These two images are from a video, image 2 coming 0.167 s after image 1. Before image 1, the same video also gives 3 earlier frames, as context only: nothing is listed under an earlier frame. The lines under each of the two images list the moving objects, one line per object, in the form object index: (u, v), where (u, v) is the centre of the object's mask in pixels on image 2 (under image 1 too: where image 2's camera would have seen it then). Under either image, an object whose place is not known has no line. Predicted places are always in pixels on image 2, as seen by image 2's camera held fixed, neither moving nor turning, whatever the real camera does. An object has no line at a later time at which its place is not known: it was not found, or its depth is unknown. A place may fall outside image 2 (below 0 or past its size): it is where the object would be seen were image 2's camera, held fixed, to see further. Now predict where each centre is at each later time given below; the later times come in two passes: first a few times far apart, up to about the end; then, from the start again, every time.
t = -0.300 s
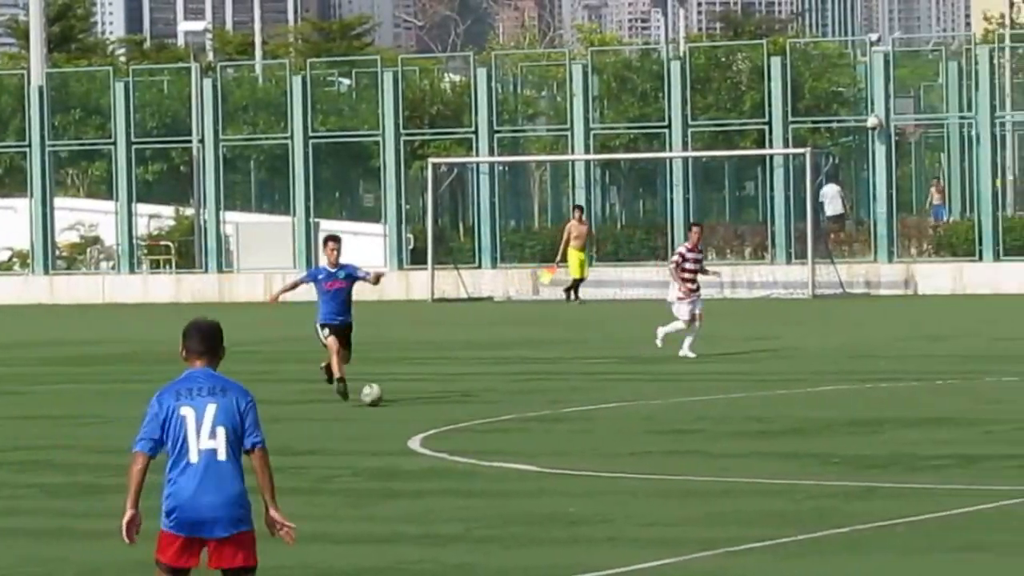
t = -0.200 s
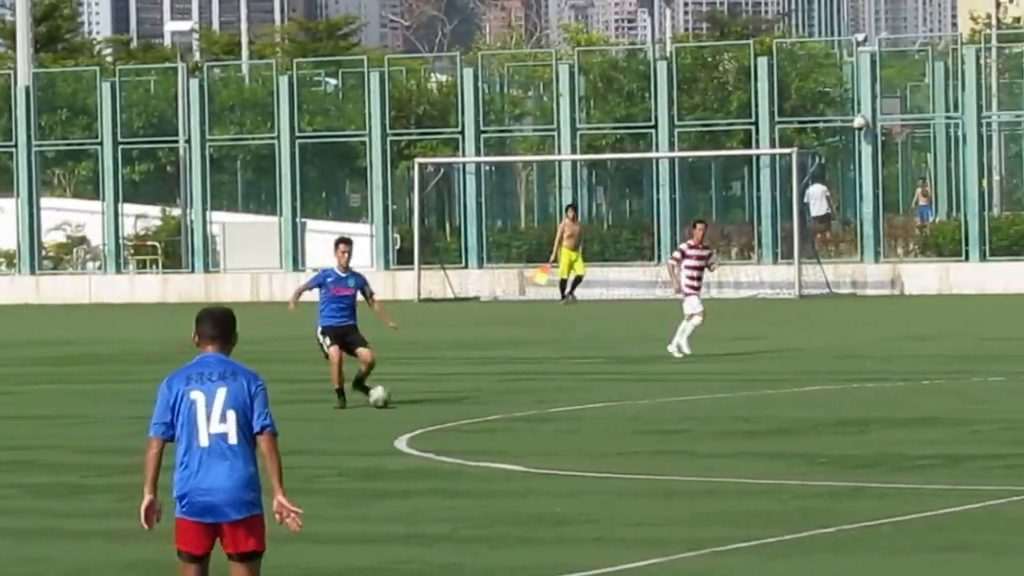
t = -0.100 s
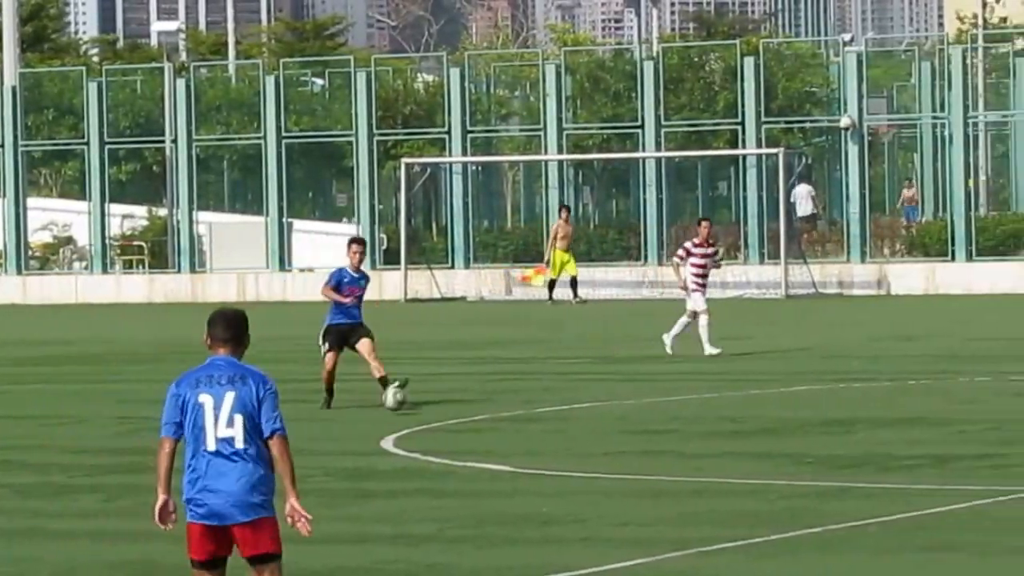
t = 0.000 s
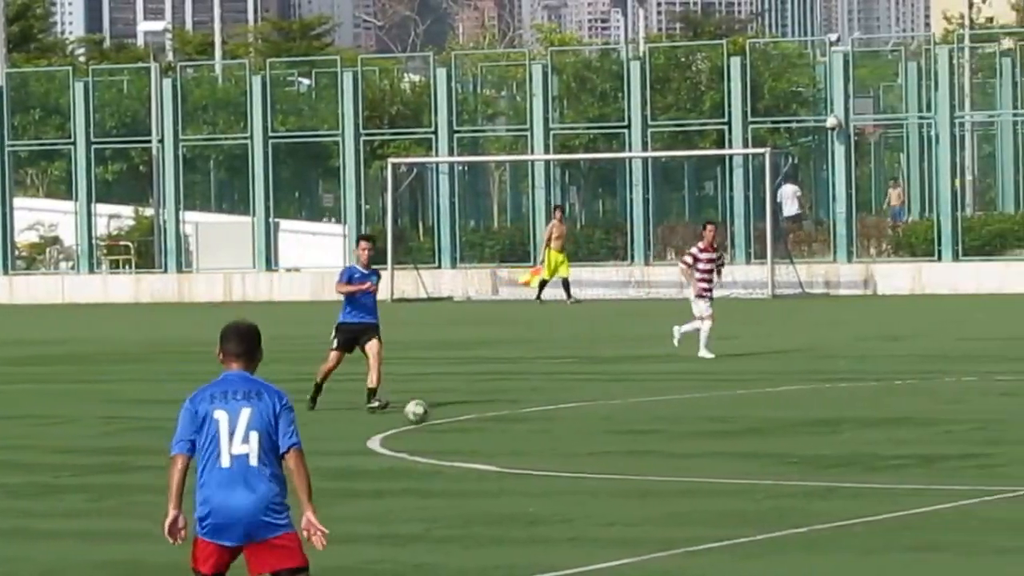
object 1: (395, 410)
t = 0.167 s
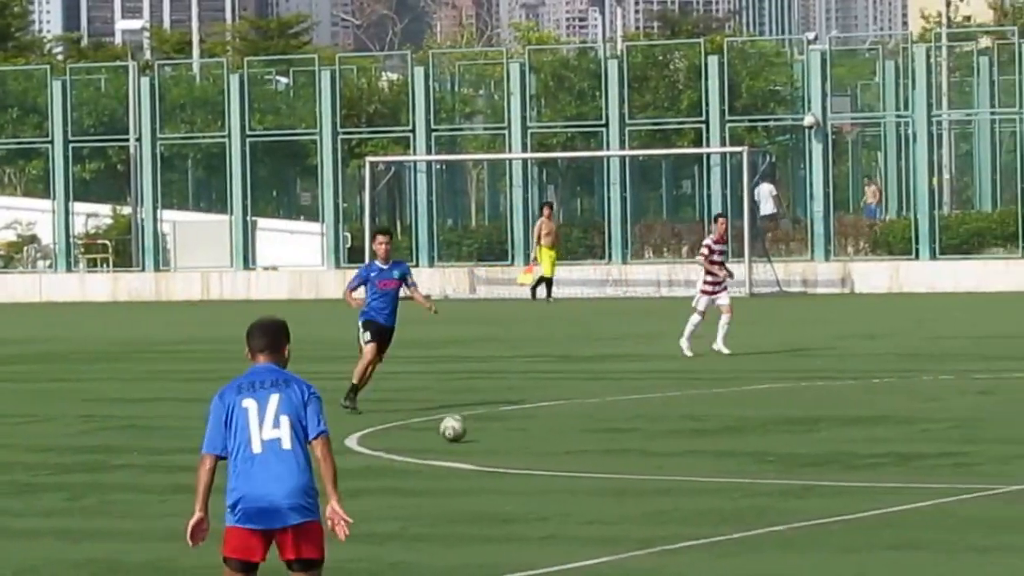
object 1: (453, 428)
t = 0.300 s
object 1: (501, 443)
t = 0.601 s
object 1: (608, 472)
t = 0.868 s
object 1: (700, 498)
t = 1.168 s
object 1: (813, 539)
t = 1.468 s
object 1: (957, 580)
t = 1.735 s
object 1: (1106, 642)
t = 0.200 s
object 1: (465, 433)
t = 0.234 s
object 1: (477, 434)
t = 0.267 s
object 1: (489, 437)
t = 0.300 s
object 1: (501, 443)
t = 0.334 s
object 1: (514, 449)
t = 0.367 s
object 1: (526, 451)
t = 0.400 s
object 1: (538, 451)
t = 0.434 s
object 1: (550, 454)
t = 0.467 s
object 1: (562, 459)
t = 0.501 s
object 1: (575, 466)
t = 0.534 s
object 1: (586, 472)
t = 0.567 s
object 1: (597, 471)
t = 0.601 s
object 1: (608, 472)
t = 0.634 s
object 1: (620, 476)
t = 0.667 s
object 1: (631, 481)
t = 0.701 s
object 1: (643, 489)
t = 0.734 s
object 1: (655, 498)
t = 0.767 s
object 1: (665, 495)
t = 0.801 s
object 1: (677, 494)
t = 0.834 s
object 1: (688, 495)
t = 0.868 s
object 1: (700, 498)
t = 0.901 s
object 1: (712, 504)
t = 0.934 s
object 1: (723, 512)
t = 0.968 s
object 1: (737, 523)
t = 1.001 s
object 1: (749, 532)
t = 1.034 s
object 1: (762, 529)
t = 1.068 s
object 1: (773, 528)
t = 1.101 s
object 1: (786, 529)
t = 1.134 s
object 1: (800, 533)
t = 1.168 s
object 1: (813, 539)
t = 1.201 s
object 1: (827, 549)
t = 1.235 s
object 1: (841, 561)
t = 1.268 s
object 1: (856, 572)
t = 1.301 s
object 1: (871, 566)
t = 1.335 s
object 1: (887, 564)
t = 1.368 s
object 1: (903, 563)
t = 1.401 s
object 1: (921, 567)
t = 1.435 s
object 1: (938, 572)
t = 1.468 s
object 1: (957, 580)
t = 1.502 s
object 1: (975, 591)
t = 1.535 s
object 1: (995, 606)
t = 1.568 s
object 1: (1014, 625)
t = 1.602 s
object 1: (1032, 629)
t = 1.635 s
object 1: (1049, 625)
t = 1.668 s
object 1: (1068, 628)
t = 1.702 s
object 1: (1085, 633)
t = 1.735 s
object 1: (1106, 642)
